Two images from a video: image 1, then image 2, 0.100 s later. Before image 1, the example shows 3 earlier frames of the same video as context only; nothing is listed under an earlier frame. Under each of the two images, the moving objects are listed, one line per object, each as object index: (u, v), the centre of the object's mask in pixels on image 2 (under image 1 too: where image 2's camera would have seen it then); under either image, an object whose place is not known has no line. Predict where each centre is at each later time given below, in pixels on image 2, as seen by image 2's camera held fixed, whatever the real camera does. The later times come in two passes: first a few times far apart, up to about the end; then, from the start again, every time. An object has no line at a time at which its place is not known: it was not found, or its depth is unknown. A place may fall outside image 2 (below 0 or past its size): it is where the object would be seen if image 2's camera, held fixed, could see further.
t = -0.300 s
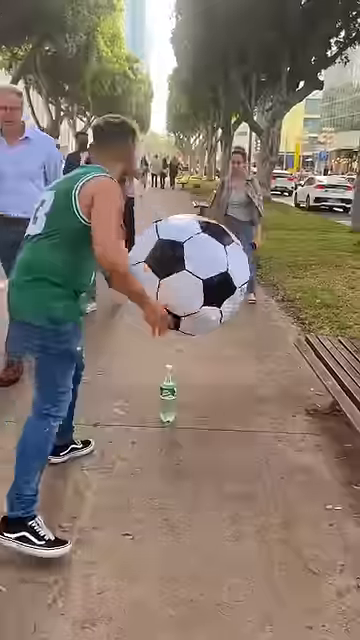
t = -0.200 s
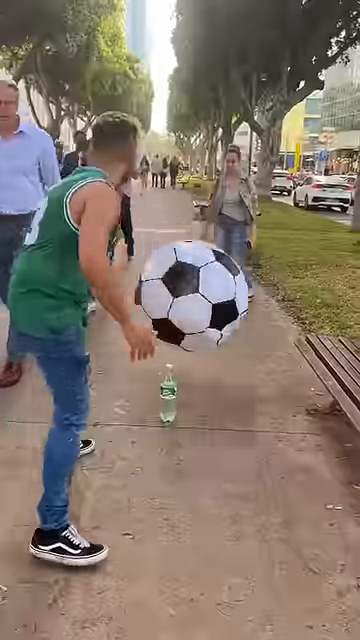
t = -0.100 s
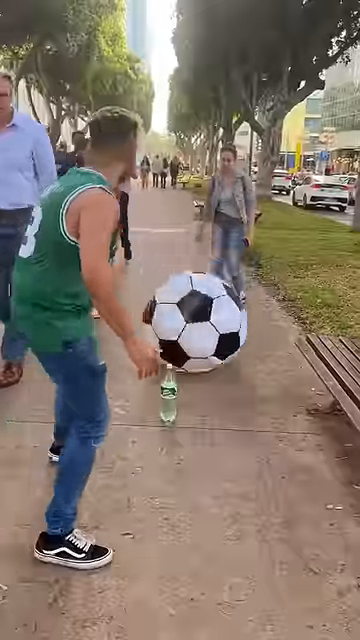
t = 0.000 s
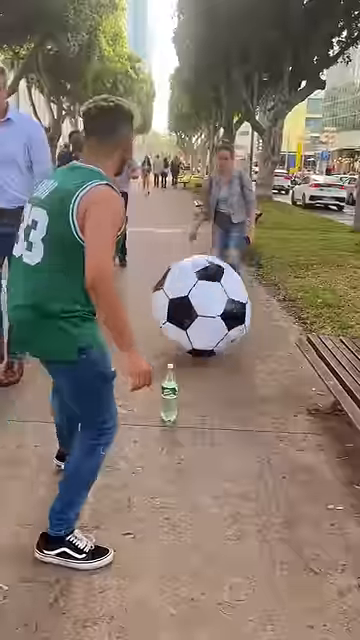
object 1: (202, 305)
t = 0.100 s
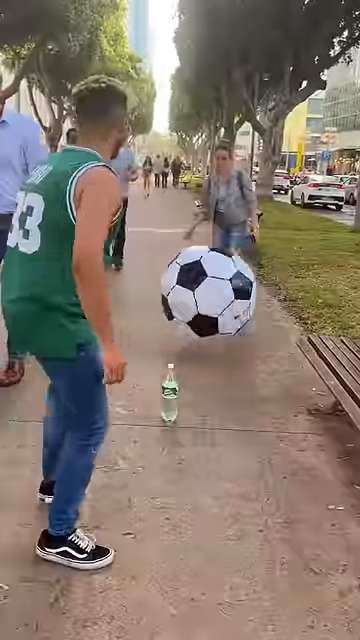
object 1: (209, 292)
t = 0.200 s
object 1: (214, 290)
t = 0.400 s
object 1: (220, 300)
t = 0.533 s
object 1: (226, 291)
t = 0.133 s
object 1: (210, 292)
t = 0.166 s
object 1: (212, 290)
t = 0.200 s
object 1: (214, 290)
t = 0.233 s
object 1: (215, 291)
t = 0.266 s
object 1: (216, 291)
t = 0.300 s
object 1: (218, 294)
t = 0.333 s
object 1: (218, 297)
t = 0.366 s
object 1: (219, 301)
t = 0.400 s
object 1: (220, 300)
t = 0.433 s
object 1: (222, 297)
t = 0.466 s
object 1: (223, 294)
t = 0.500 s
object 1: (225, 292)
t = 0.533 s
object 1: (226, 291)
